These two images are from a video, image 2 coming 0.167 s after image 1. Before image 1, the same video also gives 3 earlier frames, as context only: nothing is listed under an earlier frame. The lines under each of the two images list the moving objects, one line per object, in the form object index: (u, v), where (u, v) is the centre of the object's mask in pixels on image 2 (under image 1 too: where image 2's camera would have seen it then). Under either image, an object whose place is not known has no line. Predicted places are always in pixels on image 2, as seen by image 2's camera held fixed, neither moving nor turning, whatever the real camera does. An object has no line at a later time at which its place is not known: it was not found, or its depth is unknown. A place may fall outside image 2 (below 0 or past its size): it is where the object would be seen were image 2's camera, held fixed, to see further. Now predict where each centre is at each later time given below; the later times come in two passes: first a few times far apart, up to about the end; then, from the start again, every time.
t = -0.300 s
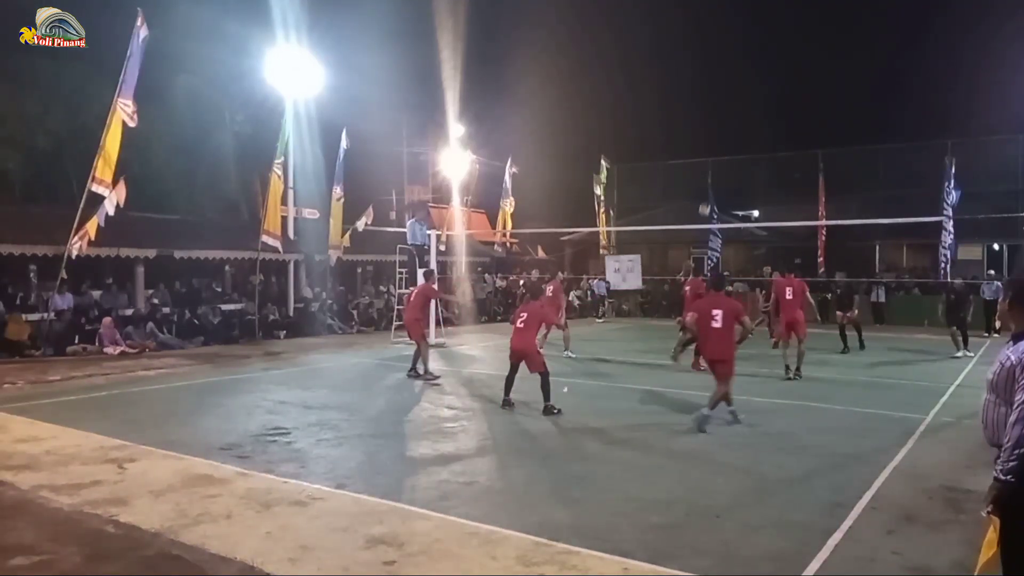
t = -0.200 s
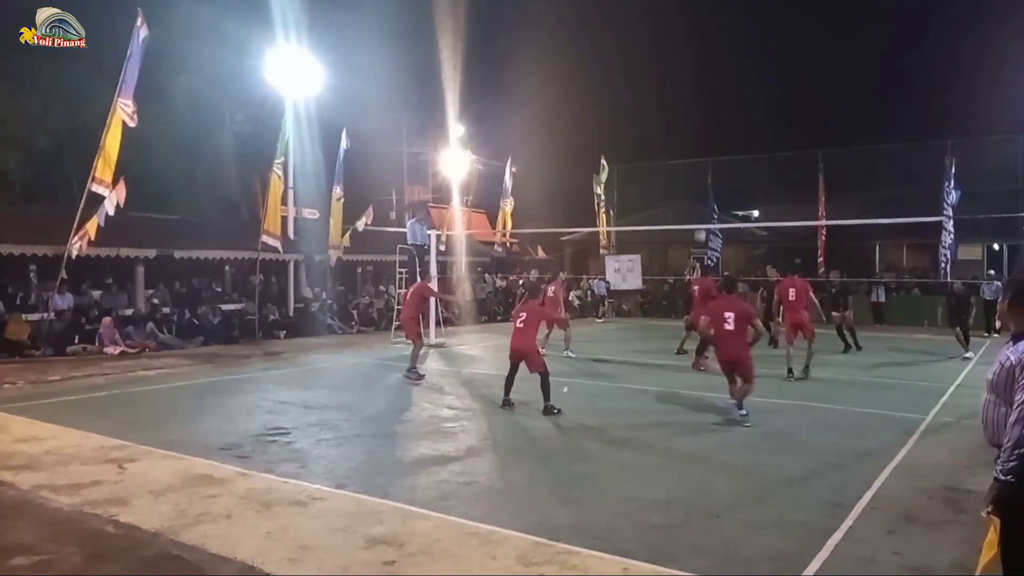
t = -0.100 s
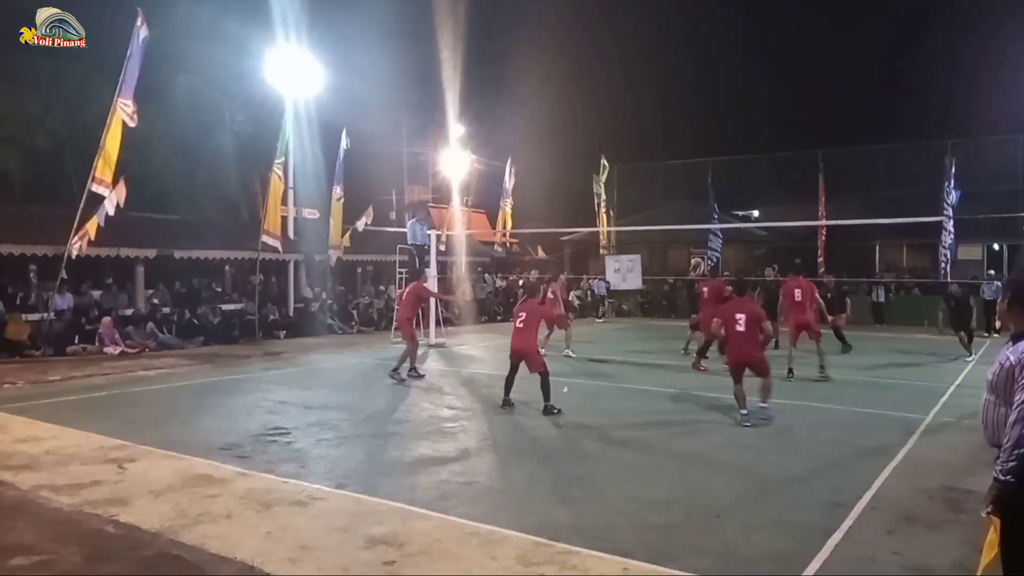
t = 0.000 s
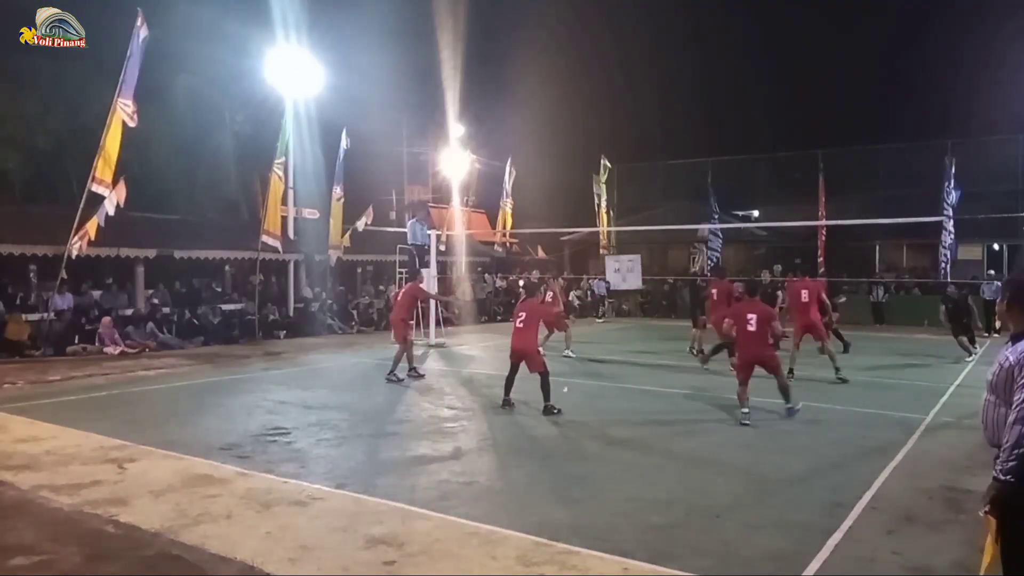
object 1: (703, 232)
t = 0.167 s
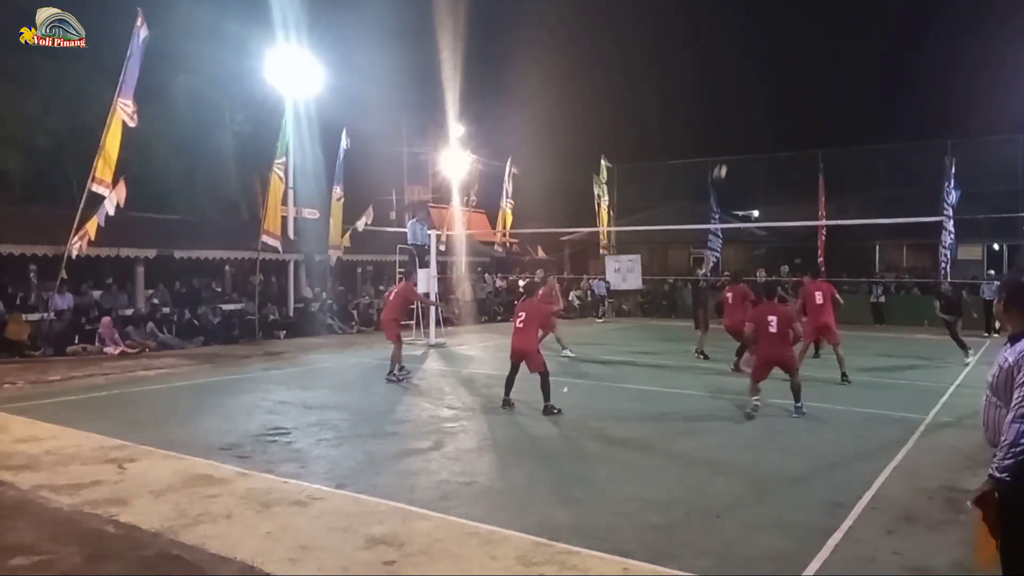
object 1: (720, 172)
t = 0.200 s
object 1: (723, 162)
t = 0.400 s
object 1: (742, 112)
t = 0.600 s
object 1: (762, 83)
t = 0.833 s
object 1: (785, 76)
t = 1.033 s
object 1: (804, 95)
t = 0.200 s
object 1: (723, 162)
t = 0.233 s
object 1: (726, 151)
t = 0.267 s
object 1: (729, 143)
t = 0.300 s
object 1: (733, 134)
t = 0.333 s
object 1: (736, 126)
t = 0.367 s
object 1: (739, 119)
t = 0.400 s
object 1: (742, 112)
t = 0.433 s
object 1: (746, 105)
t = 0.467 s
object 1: (749, 100)
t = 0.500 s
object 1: (753, 95)
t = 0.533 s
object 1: (756, 90)
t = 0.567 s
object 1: (759, 86)
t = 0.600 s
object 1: (762, 83)
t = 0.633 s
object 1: (765, 81)
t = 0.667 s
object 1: (768, 78)
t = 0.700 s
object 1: (771, 77)
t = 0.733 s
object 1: (775, 76)
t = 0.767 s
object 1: (778, 75)
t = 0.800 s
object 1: (781, 76)
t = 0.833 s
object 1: (785, 76)
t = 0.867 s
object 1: (788, 78)
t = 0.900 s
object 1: (791, 80)
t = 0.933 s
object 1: (794, 82)
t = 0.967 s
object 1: (798, 86)
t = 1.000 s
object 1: (801, 90)
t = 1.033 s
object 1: (804, 95)
